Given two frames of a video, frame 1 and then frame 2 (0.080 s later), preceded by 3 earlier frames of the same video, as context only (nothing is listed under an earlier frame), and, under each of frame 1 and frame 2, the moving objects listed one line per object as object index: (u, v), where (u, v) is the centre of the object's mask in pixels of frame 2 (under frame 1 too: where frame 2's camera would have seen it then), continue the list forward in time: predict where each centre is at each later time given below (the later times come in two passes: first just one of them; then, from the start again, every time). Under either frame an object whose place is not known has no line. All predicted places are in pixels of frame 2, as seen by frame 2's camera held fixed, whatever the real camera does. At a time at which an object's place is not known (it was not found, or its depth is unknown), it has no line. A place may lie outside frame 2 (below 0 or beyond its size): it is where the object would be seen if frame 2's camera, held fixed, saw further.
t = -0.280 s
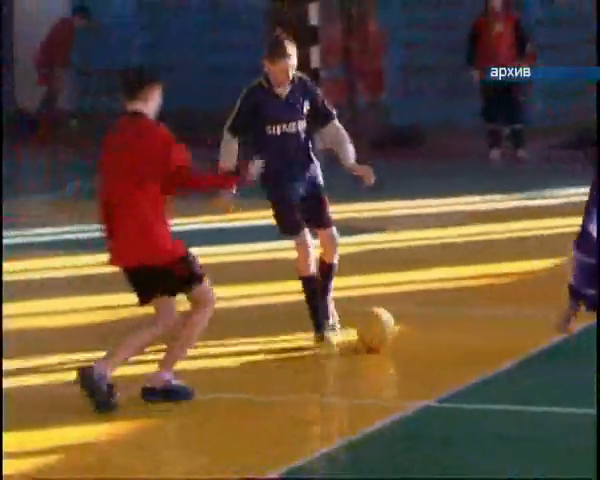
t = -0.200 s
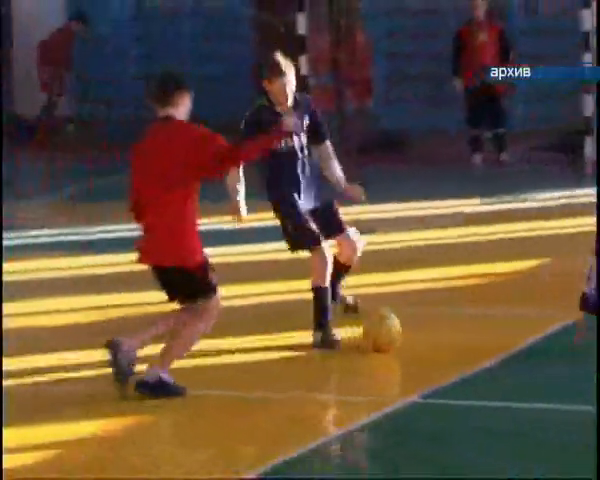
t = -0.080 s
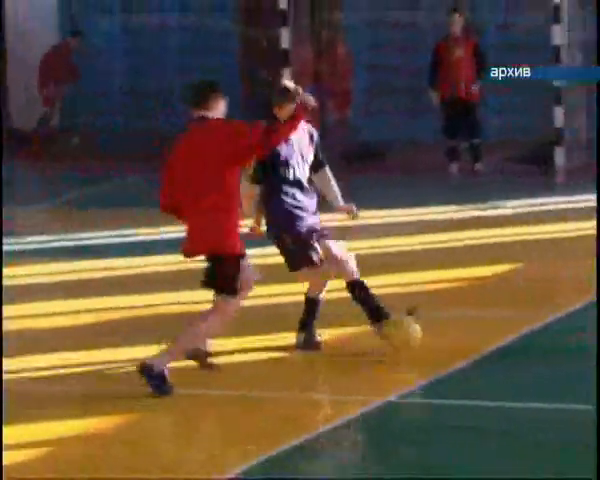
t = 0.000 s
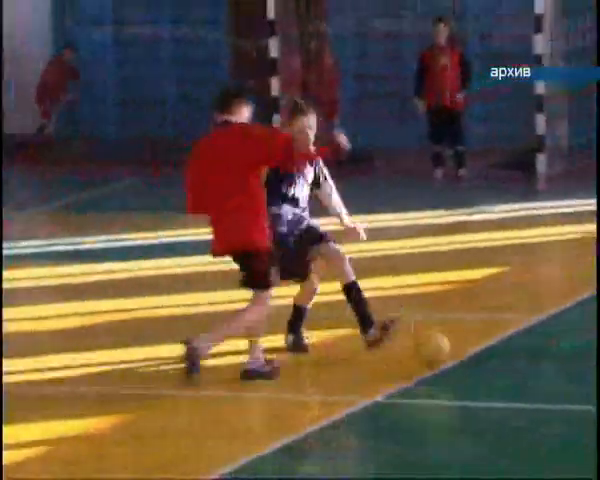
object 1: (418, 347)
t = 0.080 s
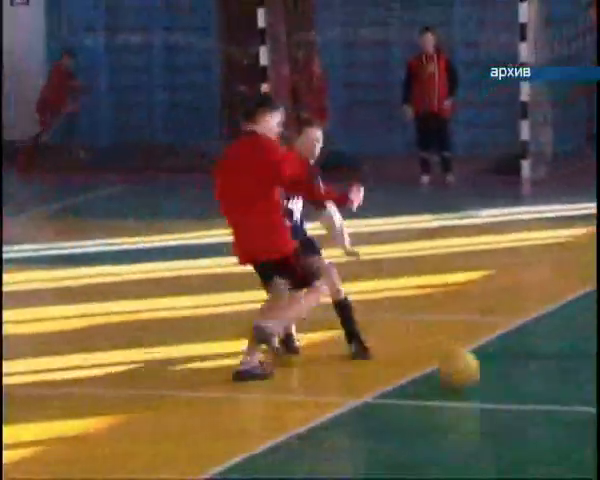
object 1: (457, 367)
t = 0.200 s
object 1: (516, 390)
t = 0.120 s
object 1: (476, 374)
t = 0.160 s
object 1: (495, 379)
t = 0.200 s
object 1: (516, 390)
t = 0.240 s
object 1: (536, 399)
